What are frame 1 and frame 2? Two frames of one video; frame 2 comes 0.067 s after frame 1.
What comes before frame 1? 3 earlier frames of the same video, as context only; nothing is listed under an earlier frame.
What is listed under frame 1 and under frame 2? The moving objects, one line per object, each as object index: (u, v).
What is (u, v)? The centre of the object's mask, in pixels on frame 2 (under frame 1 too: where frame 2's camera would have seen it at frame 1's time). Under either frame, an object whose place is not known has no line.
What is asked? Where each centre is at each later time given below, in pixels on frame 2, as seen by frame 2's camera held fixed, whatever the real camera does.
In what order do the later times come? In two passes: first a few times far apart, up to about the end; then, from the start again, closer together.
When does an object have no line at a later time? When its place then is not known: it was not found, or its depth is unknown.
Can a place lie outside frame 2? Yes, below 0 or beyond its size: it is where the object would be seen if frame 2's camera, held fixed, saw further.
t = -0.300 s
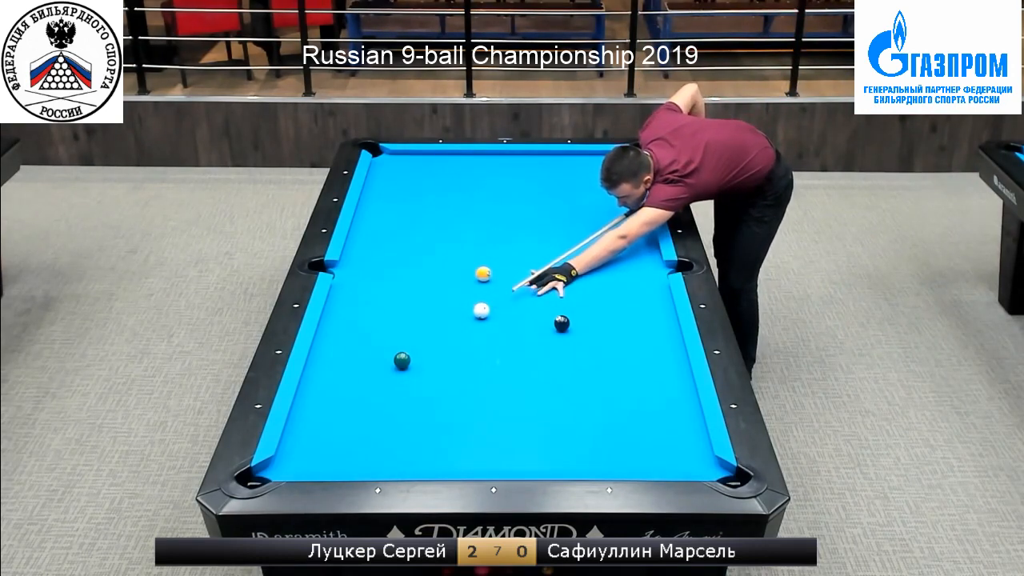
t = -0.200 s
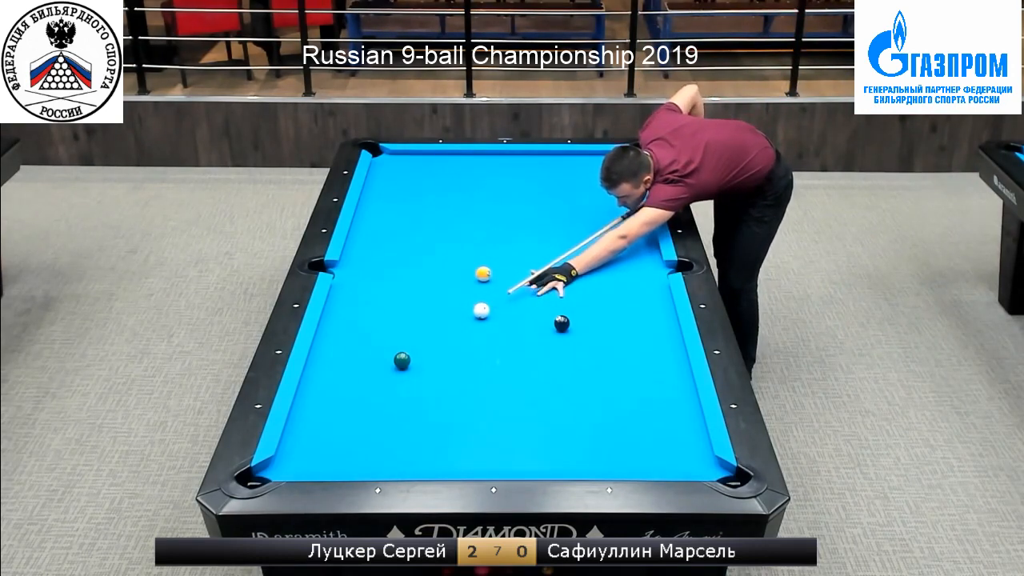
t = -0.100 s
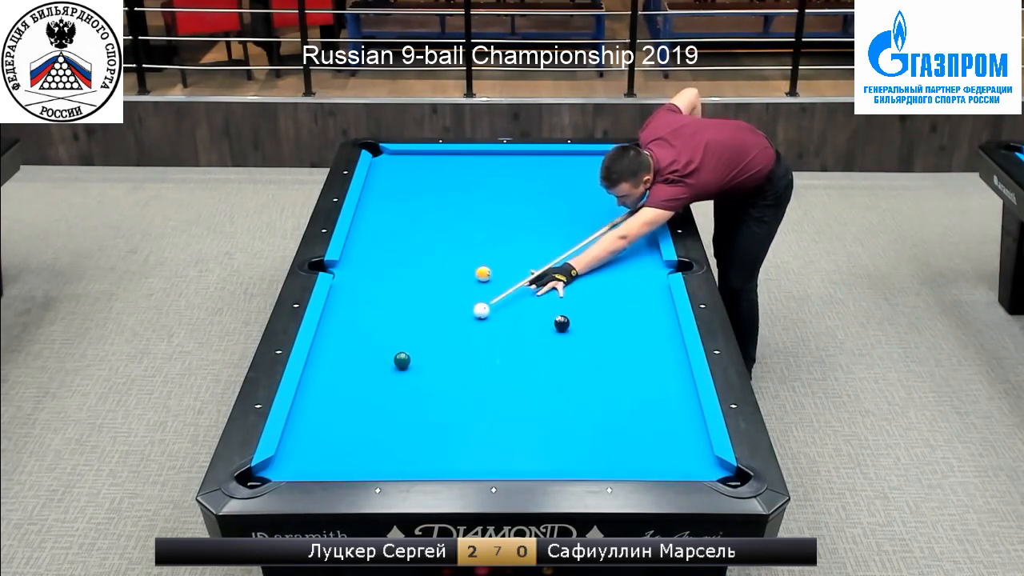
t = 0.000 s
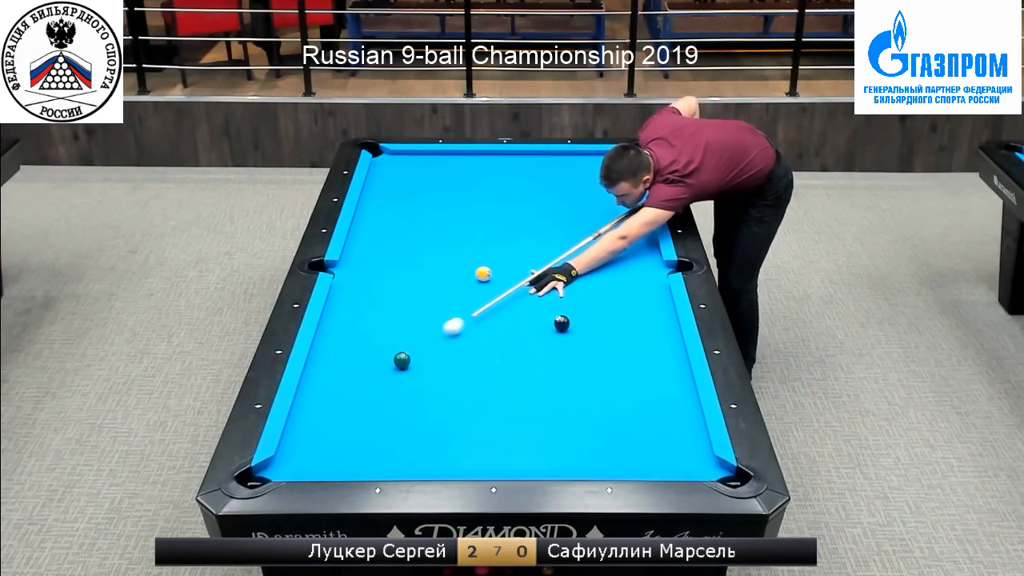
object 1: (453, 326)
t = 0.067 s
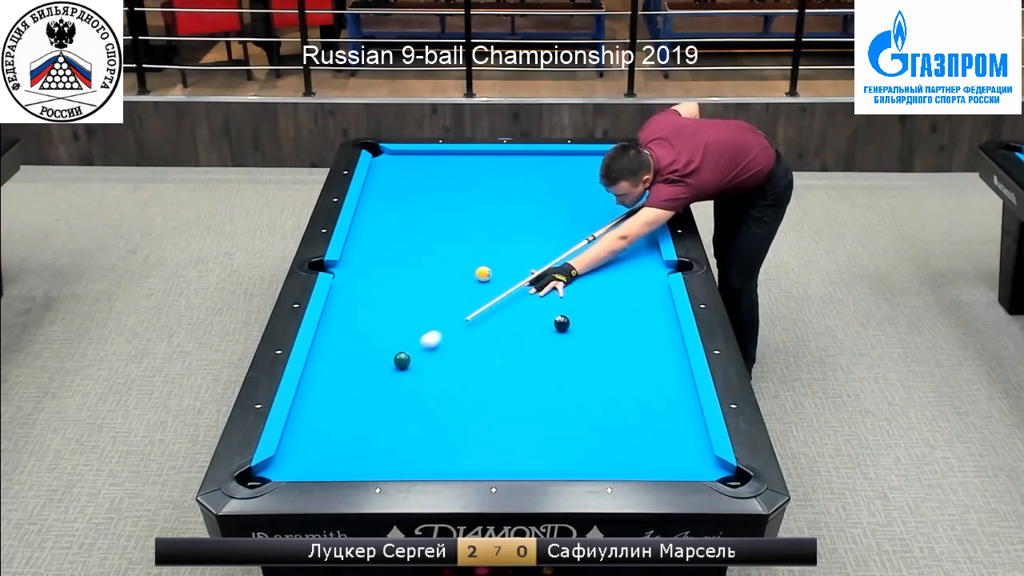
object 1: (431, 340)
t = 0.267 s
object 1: (397, 352)
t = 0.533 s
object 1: (365, 358)
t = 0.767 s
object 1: (338, 362)
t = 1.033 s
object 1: (313, 367)
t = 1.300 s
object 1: (328, 369)
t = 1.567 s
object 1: (340, 371)
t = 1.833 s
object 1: (351, 372)
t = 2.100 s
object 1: (361, 374)
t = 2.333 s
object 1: (367, 375)
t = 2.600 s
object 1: (373, 376)
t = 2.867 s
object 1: (377, 377)
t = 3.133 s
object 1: (379, 377)
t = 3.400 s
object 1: (380, 377)
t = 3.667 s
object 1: (380, 377)
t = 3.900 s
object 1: (380, 377)
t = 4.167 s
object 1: (380, 377)
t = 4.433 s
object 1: (380, 377)
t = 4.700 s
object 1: (380, 377)
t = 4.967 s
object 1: (380, 377)
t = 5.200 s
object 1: (380, 377)
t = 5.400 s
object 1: (379, 377)
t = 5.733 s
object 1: (384, 374)
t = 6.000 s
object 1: (380, 377)
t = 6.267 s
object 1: (380, 377)
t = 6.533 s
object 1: (380, 377)
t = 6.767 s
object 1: (380, 377)
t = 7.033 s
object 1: (380, 377)
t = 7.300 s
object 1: (380, 377)
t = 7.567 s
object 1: (380, 377)
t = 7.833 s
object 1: (380, 377)
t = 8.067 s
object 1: (380, 377)
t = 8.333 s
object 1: (380, 377)
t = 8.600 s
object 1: (380, 377)
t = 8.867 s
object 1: (380, 377)
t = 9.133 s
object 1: (380, 377)
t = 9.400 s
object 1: (380, 377)
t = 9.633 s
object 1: (380, 377)
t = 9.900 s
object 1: (380, 377)
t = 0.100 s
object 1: (420, 346)
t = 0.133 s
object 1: (411, 351)
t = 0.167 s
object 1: (407, 352)
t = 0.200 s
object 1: (404, 351)
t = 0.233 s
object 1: (401, 352)
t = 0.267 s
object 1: (397, 352)
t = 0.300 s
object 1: (393, 353)
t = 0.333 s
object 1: (389, 353)
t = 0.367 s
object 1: (385, 354)
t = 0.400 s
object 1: (381, 355)
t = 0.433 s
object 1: (377, 355)
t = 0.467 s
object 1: (373, 356)
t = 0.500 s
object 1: (369, 357)
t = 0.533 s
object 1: (365, 358)
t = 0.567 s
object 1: (361, 358)
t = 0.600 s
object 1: (357, 359)
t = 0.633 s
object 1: (354, 360)
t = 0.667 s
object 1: (350, 360)
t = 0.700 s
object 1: (346, 361)
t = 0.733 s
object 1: (342, 361)
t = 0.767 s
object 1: (338, 362)
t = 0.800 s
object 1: (335, 363)
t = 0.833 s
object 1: (331, 363)
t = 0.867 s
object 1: (327, 364)
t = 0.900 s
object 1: (323, 365)
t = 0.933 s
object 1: (320, 366)
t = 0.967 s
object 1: (316, 366)
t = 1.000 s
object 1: (313, 367)
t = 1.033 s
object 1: (313, 367)
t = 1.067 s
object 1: (315, 367)
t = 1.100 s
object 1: (317, 368)
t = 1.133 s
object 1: (319, 368)
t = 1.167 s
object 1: (321, 368)
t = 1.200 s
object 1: (323, 368)
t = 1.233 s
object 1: (324, 368)
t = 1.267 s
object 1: (326, 369)
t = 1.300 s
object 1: (328, 369)
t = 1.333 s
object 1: (329, 369)
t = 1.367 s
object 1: (331, 370)
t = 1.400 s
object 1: (333, 370)
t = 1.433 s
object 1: (334, 370)
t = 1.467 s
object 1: (336, 370)
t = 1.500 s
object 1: (337, 371)
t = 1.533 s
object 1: (339, 371)
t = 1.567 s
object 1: (340, 371)
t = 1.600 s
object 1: (342, 371)
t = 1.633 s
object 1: (343, 371)
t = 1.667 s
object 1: (345, 371)
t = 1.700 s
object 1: (346, 372)
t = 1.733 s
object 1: (348, 372)
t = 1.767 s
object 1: (349, 372)
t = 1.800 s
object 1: (350, 371)
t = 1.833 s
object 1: (351, 372)
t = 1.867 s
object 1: (353, 372)
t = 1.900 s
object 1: (354, 373)
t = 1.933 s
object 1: (355, 373)
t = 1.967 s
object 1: (356, 373)
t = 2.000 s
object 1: (358, 373)
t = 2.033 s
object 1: (359, 373)
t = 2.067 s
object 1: (360, 373)
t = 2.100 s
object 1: (361, 374)
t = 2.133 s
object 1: (362, 374)
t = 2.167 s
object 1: (363, 374)
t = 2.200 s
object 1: (364, 374)
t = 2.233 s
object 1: (365, 374)
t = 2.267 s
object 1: (366, 374)
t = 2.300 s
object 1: (367, 375)
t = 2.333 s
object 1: (367, 375)
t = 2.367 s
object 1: (368, 375)
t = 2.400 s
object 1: (369, 375)
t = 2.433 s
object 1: (370, 375)
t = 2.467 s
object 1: (371, 375)
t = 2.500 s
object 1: (371, 375)
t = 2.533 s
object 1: (372, 375)
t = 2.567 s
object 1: (373, 376)
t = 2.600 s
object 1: (373, 376)
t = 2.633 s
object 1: (374, 376)
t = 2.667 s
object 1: (374, 376)
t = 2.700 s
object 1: (375, 376)
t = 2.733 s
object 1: (375, 376)
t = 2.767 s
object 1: (376, 376)
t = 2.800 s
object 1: (376, 377)
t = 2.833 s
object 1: (377, 377)
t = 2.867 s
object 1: (377, 377)
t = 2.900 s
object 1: (377, 377)
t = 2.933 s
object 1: (378, 377)
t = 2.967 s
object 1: (378, 377)
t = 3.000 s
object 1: (378, 377)
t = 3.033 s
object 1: (379, 377)
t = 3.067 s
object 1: (379, 377)
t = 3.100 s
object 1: (379, 377)
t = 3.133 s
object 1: (379, 377)
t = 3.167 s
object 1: (380, 377)
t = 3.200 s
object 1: (380, 377)
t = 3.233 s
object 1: (380, 377)
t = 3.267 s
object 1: (380, 377)
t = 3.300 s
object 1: (380, 377)
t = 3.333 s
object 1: (380, 377)
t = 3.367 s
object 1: (380, 377)
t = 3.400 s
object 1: (380, 377)
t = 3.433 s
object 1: (380, 377)
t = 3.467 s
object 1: (380, 377)
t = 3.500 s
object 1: (380, 377)
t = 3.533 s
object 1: (380, 377)
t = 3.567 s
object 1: (380, 377)
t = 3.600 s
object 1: (380, 377)
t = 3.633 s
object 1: (380, 377)
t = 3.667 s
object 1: (380, 377)
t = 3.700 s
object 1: (380, 377)
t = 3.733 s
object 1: (380, 377)
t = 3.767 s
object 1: (380, 377)
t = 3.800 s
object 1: (380, 377)
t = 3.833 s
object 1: (380, 377)
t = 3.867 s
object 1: (380, 377)
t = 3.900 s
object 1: (380, 377)
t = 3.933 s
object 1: (380, 377)
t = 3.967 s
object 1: (380, 377)
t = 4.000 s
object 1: (380, 377)
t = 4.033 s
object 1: (380, 377)
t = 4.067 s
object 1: (380, 377)
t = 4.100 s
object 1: (380, 377)
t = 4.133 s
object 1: (380, 377)
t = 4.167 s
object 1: (380, 377)
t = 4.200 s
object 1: (380, 377)
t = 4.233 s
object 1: (380, 377)
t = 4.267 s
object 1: (380, 377)
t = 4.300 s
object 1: (380, 377)
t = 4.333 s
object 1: (380, 377)
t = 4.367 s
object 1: (380, 377)
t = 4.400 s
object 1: (380, 377)
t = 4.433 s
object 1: (380, 377)
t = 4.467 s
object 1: (380, 377)
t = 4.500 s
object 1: (380, 377)
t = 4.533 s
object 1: (380, 377)
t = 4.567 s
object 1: (380, 377)
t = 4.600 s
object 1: (380, 377)
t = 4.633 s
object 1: (380, 377)
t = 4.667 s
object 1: (380, 377)
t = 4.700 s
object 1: (380, 377)
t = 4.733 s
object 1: (380, 377)
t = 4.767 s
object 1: (380, 377)
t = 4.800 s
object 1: (380, 377)
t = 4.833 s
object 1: (380, 377)
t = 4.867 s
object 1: (380, 377)
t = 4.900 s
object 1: (380, 377)
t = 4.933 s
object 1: (380, 377)
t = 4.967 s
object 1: (380, 377)
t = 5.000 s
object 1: (380, 377)
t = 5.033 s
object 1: (380, 377)
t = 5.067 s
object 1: (380, 377)
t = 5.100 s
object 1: (380, 377)
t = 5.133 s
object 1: (380, 377)
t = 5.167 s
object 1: (380, 377)
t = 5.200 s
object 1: (380, 377)
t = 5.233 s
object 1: (380, 377)
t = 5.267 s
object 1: (380, 377)
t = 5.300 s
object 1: (379, 377)
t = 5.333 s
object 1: (379, 375)
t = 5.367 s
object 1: (380, 375)
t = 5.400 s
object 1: (379, 377)
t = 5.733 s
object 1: (384, 374)
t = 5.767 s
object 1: (381, 377)
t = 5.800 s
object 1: (380, 377)
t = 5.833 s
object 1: (380, 377)
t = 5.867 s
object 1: (380, 377)
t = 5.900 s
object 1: (380, 377)
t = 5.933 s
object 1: (380, 377)
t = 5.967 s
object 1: (380, 377)
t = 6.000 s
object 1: (380, 377)
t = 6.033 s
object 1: (380, 377)
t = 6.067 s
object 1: (380, 377)
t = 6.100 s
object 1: (380, 377)
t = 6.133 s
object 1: (380, 377)
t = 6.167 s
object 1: (380, 377)
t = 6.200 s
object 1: (380, 377)
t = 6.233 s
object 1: (380, 377)
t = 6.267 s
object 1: (380, 377)
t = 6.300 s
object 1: (380, 377)
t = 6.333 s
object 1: (380, 377)
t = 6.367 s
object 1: (380, 377)
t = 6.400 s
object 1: (380, 377)
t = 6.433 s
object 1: (380, 377)
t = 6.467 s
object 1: (380, 377)
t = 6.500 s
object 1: (380, 377)
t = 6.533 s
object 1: (380, 377)
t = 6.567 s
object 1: (380, 377)
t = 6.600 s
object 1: (380, 377)
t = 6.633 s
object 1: (380, 377)
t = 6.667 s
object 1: (380, 377)
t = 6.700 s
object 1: (380, 377)
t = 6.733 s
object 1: (380, 377)
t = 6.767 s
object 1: (380, 377)
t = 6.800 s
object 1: (380, 377)
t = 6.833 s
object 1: (380, 377)
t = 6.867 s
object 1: (380, 377)
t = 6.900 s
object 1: (380, 377)
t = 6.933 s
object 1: (380, 377)
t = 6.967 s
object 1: (380, 377)
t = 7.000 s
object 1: (380, 377)
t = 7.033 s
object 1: (380, 377)
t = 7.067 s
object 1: (380, 377)
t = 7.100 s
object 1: (380, 377)
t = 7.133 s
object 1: (380, 377)
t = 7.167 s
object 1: (380, 377)
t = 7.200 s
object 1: (380, 377)
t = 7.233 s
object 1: (380, 377)
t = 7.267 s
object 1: (380, 377)
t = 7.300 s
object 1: (380, 377)
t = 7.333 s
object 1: (380, 377)
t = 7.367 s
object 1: (380, 377)
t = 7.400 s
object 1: (380, 377)
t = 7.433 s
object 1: (380, 377)
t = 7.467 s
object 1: (380, 377)
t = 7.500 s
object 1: (380, 377)
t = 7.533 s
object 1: (380, 377)
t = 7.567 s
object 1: (380, 377)
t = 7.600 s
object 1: (380, 377)
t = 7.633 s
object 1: (380, 377)
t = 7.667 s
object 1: (380, 377)
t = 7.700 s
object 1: (380, 377)
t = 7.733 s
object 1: (380, 377)
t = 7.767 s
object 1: (380, 377)
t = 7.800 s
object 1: (380, 377)
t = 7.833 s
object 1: (380, 377)
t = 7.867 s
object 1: (380, 377)
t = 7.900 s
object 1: (380, 377)
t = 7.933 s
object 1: (380, 377)
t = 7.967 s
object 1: (380, 377)
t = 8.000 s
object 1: (380, 377)
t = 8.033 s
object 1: (380, 377)
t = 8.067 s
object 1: (380, 377)
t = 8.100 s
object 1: (380, 377)
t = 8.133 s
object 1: (380, 377)
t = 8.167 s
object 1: (380, 377)
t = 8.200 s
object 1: (380, 377)
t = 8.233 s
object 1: (380, 377)
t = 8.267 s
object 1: (380, 377)
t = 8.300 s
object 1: (380, 377)
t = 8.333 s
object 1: (380, 377)
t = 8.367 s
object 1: (380, 377)
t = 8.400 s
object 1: (380, 377)
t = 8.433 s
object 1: (380, 377)
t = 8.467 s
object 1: (380, 377)
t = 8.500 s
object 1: (380, 377)
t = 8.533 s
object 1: (380, 377)
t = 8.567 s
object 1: (380, 377)
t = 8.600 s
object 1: (380, 377)
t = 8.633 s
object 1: (380, 377)
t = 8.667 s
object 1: (380, 377)
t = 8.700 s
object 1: (380, 377)
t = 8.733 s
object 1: (380, 377)
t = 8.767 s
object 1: (380, 377)
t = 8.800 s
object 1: (380, 377)
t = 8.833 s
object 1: (380, 377)
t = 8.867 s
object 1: (380, 377)
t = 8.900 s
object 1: (380, 377)
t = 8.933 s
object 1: (380, 377)
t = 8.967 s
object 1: (380, 377)
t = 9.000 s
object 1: (380, 377)
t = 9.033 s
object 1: (380, 377)
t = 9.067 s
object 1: (380, 377)
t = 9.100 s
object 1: (380, 377)
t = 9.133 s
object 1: (380, 377)
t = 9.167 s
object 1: (380, 377)
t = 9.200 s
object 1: (380, 377)
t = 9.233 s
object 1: (380, 377)
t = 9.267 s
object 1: (380, 377)
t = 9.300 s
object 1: (380, 377)
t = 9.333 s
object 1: (380, 377)
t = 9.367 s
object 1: (380, 377)
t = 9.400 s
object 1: (380, 377)
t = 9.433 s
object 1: (380, 377)
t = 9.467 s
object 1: (380, 377)
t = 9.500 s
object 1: (380, 377)
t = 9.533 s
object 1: (380, 377)
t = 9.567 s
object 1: (380, 377)
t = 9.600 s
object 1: (380, 377)
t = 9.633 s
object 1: (380, 377)
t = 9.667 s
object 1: (380, 377)
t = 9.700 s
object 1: (380, 377)
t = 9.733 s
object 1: (380, 377)
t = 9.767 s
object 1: (380, 377)
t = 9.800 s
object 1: (380, 377)
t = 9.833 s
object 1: (380, 377)
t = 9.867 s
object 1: (380, 377)
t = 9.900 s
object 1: (380, 377)
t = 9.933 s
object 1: (380, 377)
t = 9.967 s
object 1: (380, 377)
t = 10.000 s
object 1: (380, 377)
